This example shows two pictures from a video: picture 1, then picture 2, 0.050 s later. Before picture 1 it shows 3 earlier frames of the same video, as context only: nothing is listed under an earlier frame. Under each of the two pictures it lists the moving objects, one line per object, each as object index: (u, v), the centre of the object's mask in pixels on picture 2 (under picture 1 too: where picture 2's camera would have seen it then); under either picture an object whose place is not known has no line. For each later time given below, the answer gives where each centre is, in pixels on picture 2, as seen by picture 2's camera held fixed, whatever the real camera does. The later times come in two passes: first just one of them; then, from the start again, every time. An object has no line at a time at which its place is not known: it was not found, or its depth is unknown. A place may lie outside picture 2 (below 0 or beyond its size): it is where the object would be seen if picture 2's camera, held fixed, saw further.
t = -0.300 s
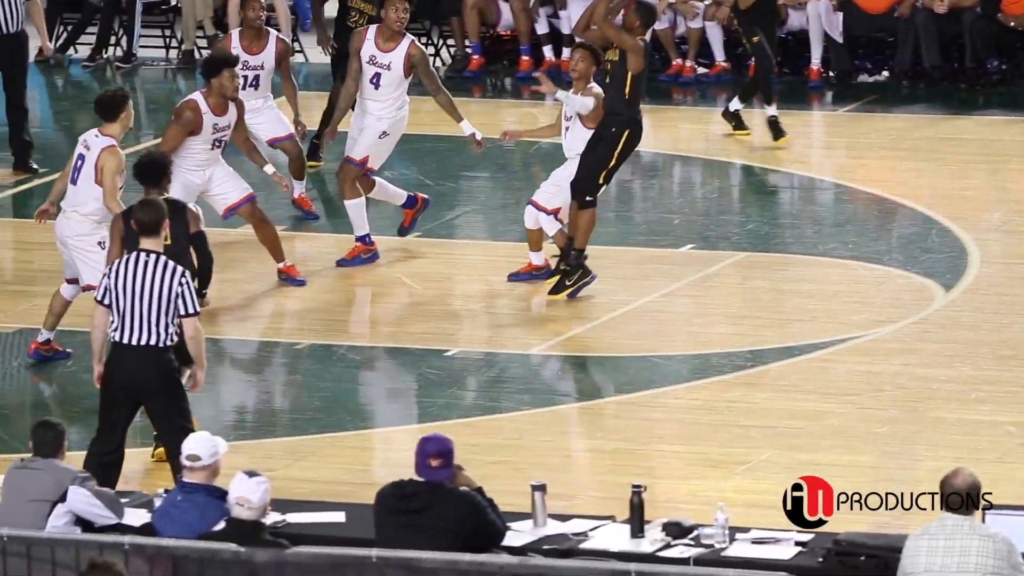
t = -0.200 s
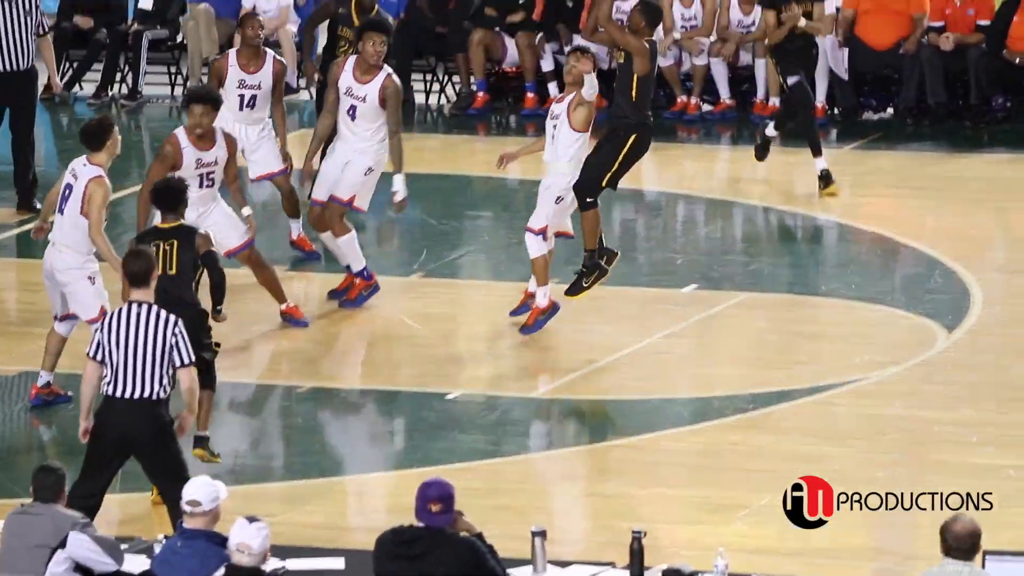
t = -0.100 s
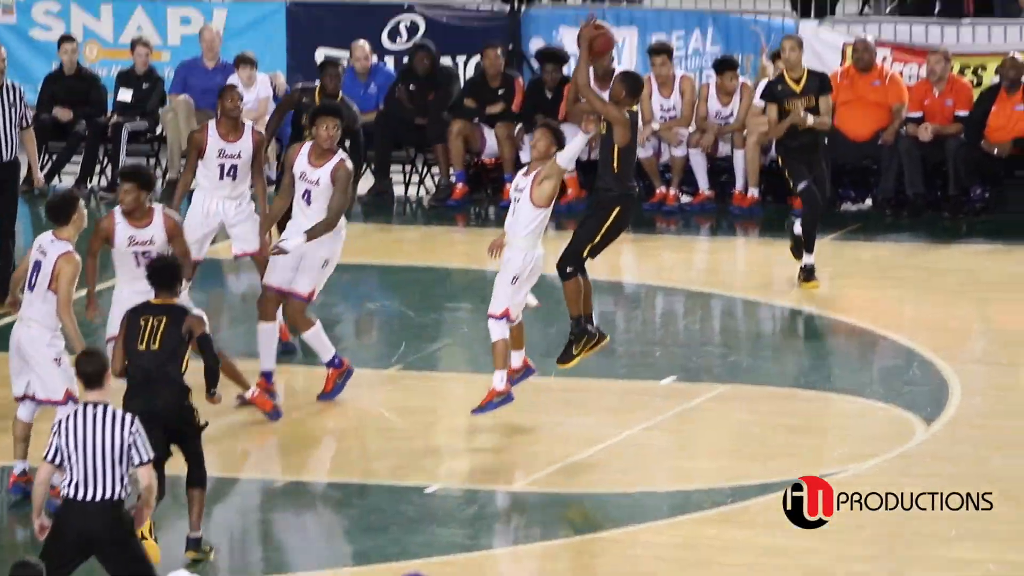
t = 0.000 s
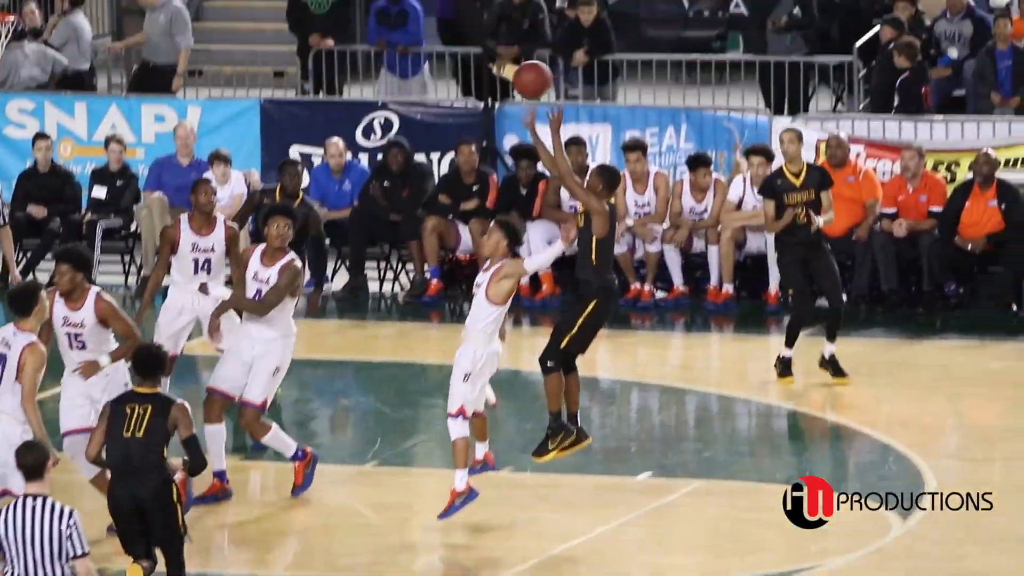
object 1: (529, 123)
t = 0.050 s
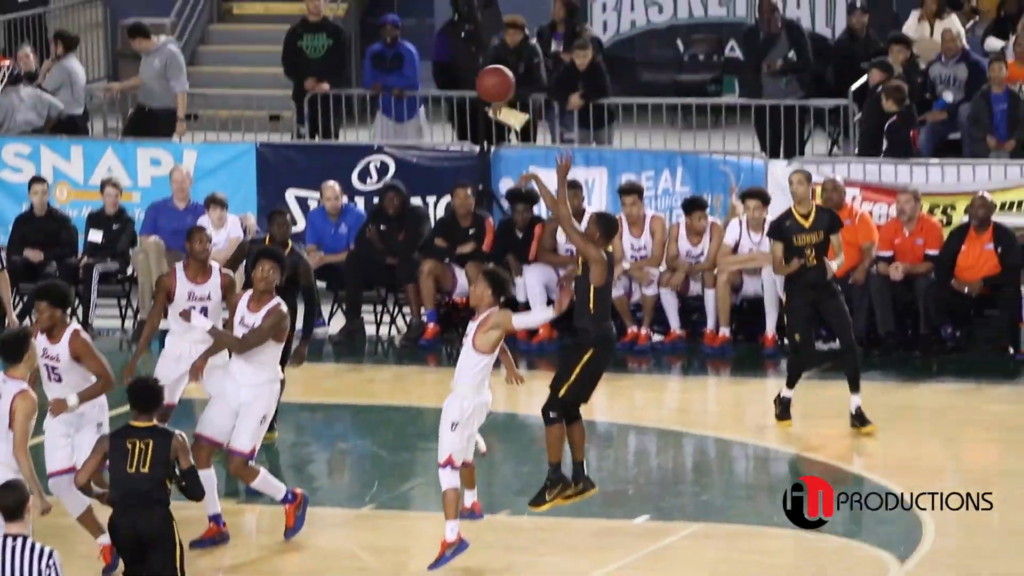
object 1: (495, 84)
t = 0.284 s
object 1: (345, -47)
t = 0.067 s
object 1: (484, 72)
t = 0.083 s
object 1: (474, 60)
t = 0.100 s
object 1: (463, 49)
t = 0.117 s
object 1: (452, 38)
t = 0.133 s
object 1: (441, 27)
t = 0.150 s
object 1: (431, 17)
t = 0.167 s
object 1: (419, 8)
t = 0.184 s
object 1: (409, -1)
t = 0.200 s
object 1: (398, -10)
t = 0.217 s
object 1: (388, -18)
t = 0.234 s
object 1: (377, -26)
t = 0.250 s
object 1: (366, -33)
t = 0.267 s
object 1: (356, -40)
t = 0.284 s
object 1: (345, -47)
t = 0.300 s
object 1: (334, -53)
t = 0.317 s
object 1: (324, -58)
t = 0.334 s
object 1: (313, -63)
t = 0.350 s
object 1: (303, -67)
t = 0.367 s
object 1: (293, -70)
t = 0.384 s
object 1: (282, -74)
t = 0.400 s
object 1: (272, -77)
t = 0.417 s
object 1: (261, -79)
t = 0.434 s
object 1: (250, -82)
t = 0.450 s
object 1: (240, -83)
